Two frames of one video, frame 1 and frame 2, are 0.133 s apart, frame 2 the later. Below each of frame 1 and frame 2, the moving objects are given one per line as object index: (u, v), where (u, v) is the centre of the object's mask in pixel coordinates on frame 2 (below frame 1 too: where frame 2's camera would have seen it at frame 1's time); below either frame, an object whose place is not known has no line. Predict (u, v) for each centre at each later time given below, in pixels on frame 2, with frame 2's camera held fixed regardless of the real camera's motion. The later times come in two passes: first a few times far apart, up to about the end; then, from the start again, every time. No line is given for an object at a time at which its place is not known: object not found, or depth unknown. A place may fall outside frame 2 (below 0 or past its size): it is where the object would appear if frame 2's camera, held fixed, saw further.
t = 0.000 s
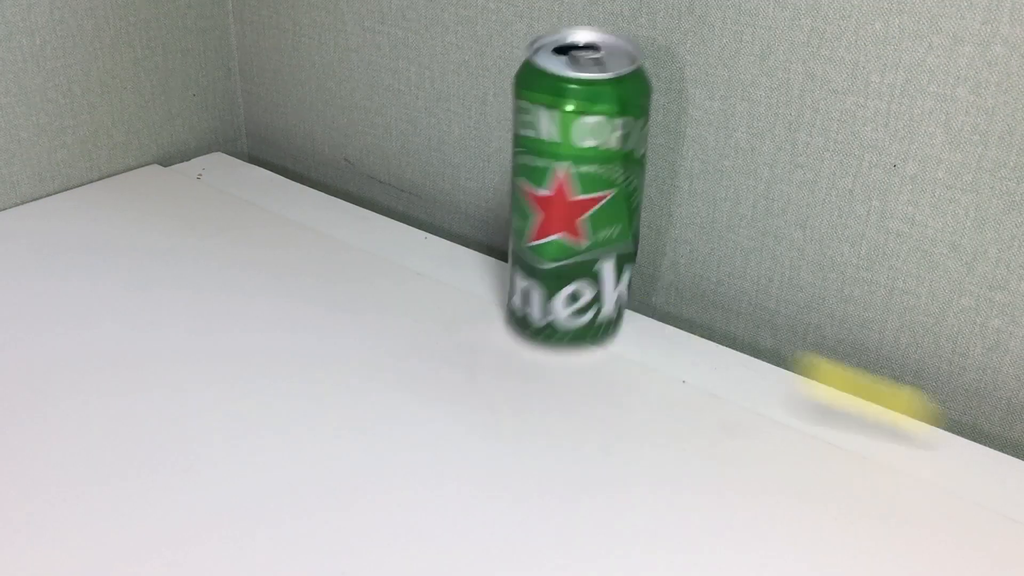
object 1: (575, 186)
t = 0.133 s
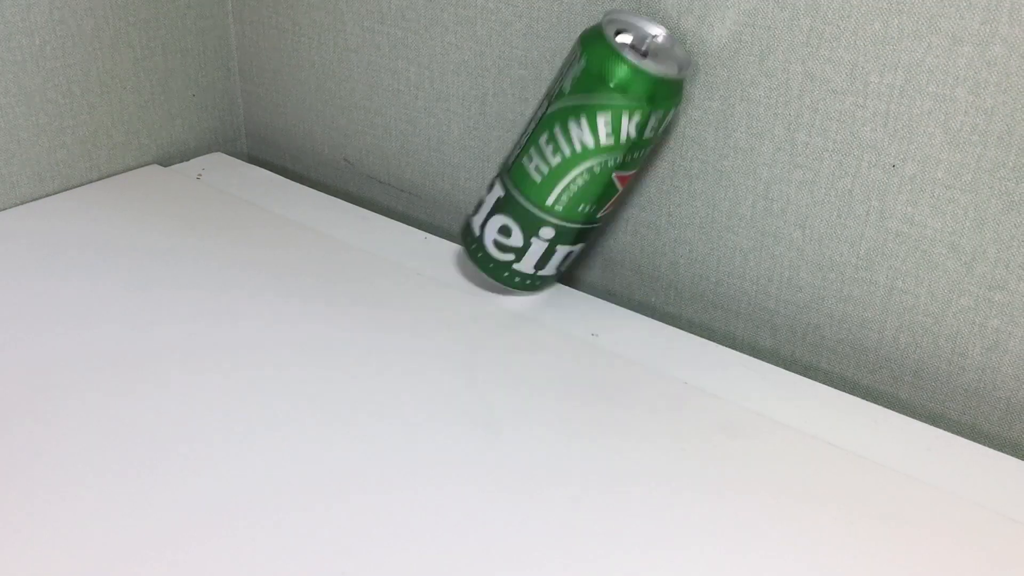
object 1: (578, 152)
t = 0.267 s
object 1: (533, 175)
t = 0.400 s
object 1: (486, 253)
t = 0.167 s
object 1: (566, 155)
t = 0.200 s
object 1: (554, 159)
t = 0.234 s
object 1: (543, 166)
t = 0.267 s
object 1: (533, 175)
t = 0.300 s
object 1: (513, 200)
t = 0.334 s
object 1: (505, 217)
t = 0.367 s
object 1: (496, 236)
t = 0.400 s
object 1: (486, 253)
